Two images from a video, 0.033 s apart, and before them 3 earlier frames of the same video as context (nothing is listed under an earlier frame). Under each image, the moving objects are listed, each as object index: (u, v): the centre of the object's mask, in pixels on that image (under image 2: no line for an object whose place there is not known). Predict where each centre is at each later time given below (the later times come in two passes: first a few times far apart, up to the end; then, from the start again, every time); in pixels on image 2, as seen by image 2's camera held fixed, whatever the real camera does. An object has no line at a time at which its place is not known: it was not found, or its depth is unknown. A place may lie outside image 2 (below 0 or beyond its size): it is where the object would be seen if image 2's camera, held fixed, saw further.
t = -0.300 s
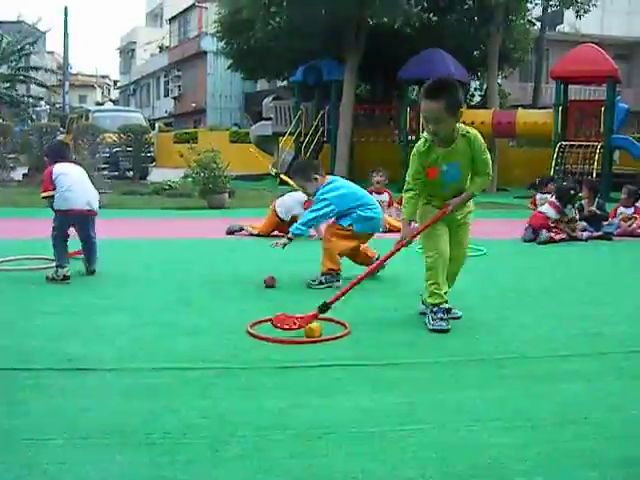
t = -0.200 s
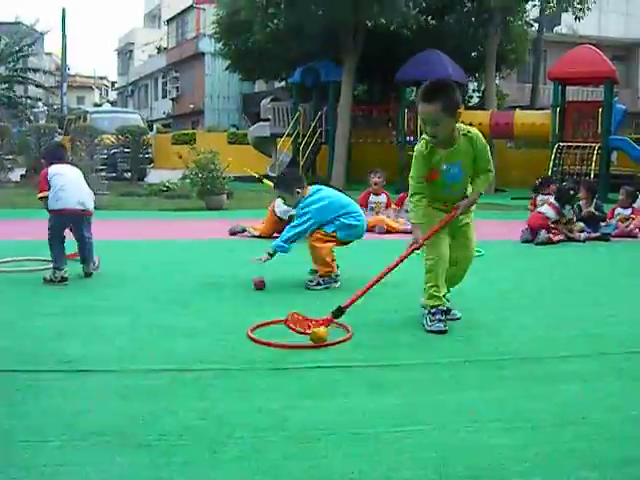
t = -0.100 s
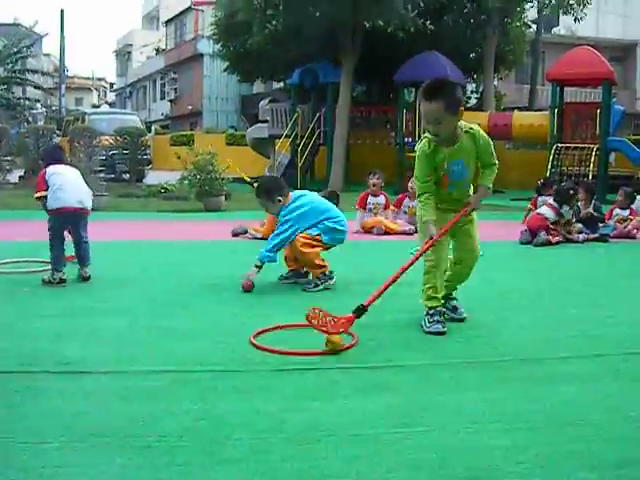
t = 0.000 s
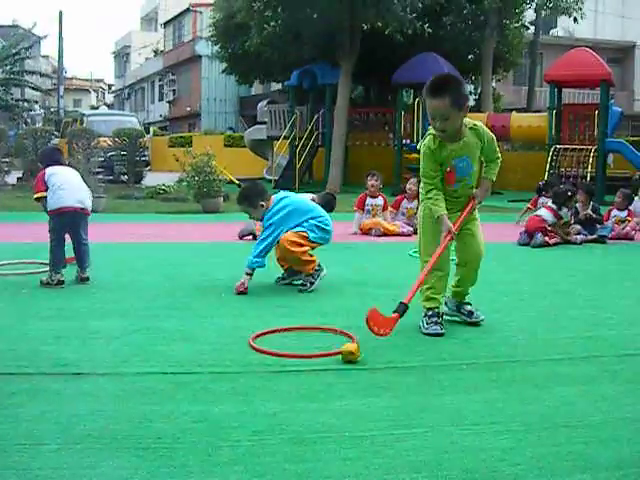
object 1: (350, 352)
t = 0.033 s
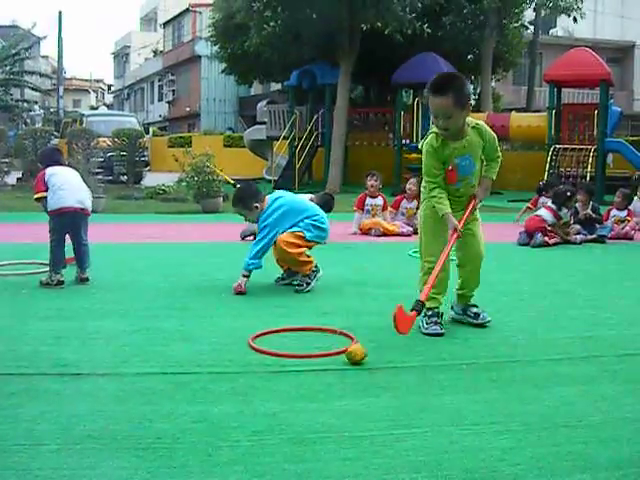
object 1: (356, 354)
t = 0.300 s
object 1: (396, 368)
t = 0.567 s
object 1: (426, 375)
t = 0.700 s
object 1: (435, 379)
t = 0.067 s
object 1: (362, 356)
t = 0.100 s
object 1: (368, 359)
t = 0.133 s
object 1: (372, 360)
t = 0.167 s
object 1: (378, 359)
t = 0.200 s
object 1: (382, 361)
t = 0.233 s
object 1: (386, 364)
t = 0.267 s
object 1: (392, 366)
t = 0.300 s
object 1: (396, 368)
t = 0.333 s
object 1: (402, 368)
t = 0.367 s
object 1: (407, 370)
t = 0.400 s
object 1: (411, 371)
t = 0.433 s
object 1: (414, 372)
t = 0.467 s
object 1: (417, 373)
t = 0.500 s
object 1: (420, 374)
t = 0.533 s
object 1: (423, 374)
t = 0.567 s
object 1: (426, 375)
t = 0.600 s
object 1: (429, 376)
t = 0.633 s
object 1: (431, 377)
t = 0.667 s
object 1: (433, 378)
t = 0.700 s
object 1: (435, 379)
